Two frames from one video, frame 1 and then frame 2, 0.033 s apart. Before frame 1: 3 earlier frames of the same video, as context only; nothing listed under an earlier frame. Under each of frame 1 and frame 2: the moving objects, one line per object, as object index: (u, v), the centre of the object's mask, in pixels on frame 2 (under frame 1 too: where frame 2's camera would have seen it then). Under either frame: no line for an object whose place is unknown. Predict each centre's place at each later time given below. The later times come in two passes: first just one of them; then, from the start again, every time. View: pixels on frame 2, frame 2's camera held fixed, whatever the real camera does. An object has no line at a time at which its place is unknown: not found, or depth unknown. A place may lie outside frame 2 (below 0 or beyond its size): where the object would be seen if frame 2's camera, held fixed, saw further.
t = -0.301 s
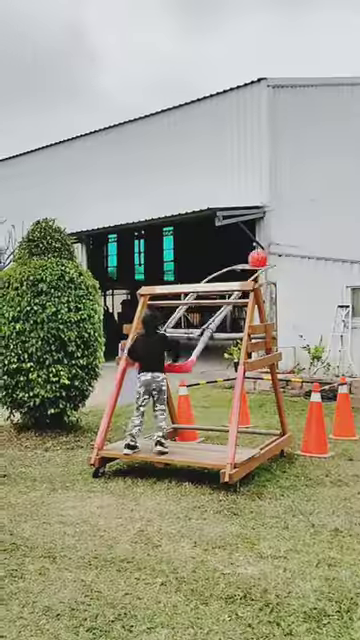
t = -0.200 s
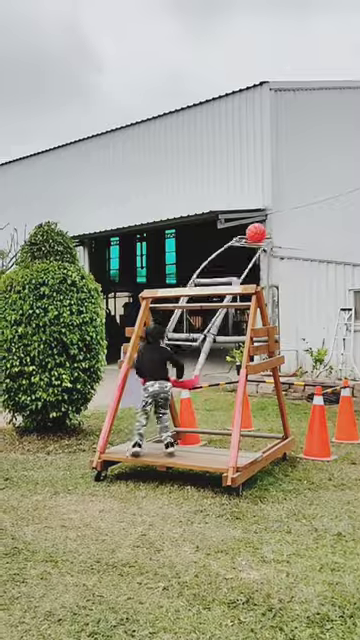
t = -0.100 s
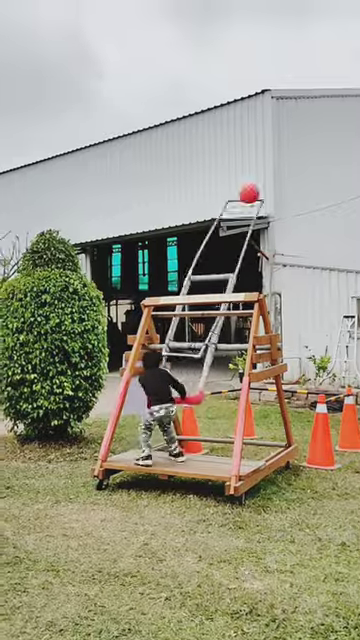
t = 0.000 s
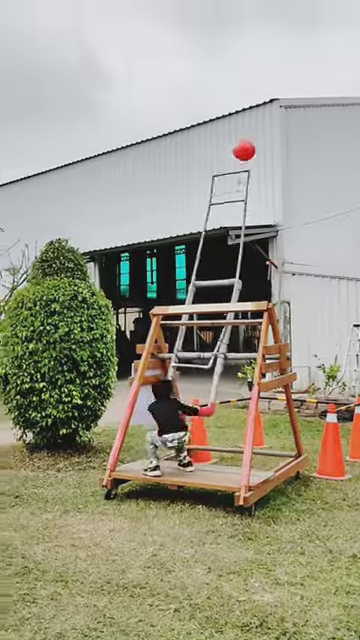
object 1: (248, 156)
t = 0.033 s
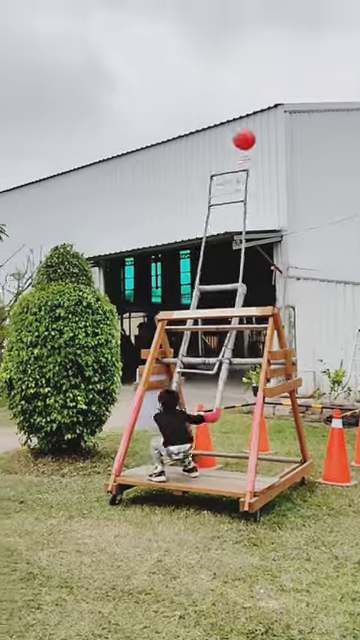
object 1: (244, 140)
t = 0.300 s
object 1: (209, 33)
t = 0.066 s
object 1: (239, 124)
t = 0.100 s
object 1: (236, 109)
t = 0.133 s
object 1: (232, 94)
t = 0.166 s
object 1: (228, 81)
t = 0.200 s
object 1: (223, 68)
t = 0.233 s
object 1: (218, 56)
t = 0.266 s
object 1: (214, 44)
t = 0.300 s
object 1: (209, 33)
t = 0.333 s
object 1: (204, 22)
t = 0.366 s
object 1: (198, 13)
